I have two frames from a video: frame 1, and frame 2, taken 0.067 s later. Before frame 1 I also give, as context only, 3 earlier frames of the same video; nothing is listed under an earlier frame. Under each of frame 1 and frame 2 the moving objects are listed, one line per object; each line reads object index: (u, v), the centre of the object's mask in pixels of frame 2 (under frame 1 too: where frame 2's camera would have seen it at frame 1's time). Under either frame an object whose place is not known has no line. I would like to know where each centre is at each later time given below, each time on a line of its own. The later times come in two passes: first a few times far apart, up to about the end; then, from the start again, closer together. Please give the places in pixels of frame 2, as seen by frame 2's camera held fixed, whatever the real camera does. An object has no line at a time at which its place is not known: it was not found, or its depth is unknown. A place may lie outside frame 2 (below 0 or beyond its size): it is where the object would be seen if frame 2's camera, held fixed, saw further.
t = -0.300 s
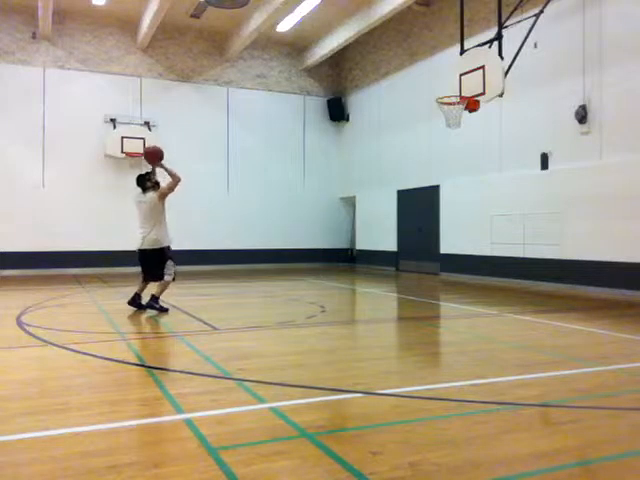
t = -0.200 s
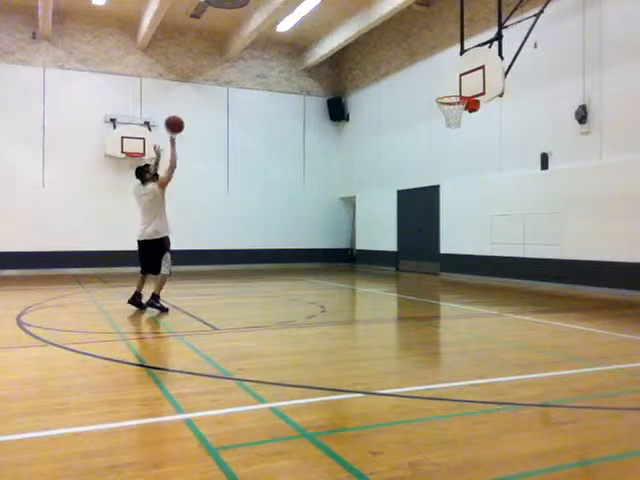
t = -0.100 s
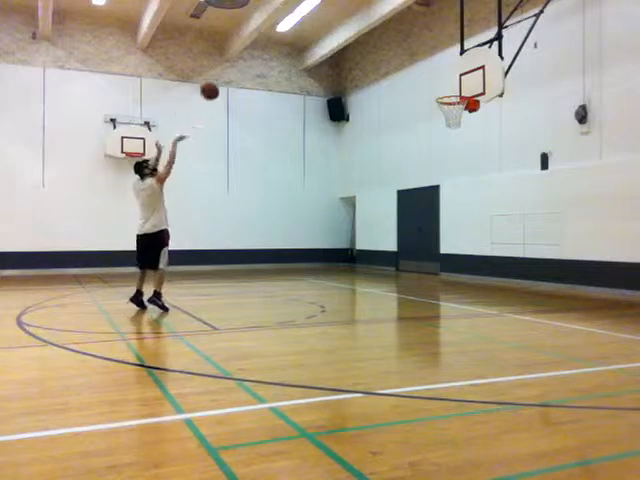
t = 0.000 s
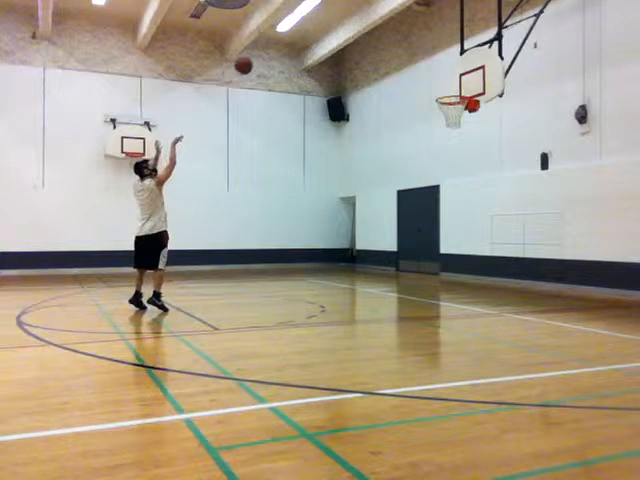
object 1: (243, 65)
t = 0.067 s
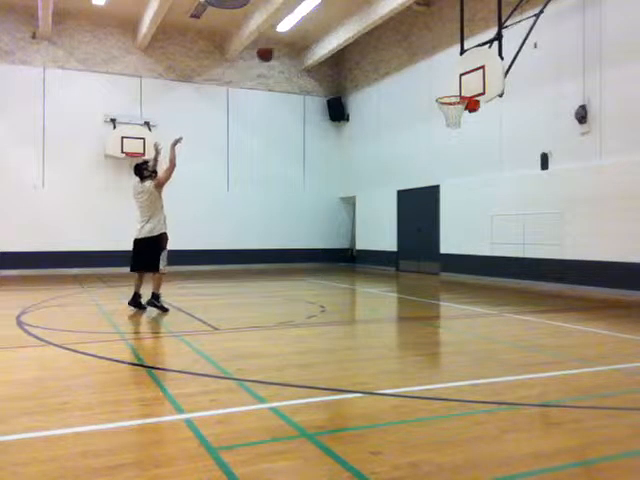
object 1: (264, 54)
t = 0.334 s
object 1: (345, 35)
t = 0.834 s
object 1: (461, 112)
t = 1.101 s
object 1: (450, 130)
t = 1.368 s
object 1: (435, 184)
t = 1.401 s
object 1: (435, 196)
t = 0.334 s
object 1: (345, 35)
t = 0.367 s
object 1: (354, 36)
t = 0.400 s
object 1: (363, 40)
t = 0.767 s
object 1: (456, 106)
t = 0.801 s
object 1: (461, 110)
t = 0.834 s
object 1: (461, 112)
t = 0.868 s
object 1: (460, 114)
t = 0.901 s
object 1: (460, 115)
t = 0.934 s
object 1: (459, 116)
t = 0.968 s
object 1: (457, 118)
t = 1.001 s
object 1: (456, 121)
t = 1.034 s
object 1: (454, 124)
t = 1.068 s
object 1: (452, 127)
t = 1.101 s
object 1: (450, 130)
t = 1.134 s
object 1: (448, 135)
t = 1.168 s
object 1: (446, 140)
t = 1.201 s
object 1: (444, 146)
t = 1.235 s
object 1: (442, 152)
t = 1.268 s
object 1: (440, 159)
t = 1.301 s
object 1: (438, 167)
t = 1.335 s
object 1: (437, 176)
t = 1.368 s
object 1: (435, 184)
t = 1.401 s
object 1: (435, 196)
